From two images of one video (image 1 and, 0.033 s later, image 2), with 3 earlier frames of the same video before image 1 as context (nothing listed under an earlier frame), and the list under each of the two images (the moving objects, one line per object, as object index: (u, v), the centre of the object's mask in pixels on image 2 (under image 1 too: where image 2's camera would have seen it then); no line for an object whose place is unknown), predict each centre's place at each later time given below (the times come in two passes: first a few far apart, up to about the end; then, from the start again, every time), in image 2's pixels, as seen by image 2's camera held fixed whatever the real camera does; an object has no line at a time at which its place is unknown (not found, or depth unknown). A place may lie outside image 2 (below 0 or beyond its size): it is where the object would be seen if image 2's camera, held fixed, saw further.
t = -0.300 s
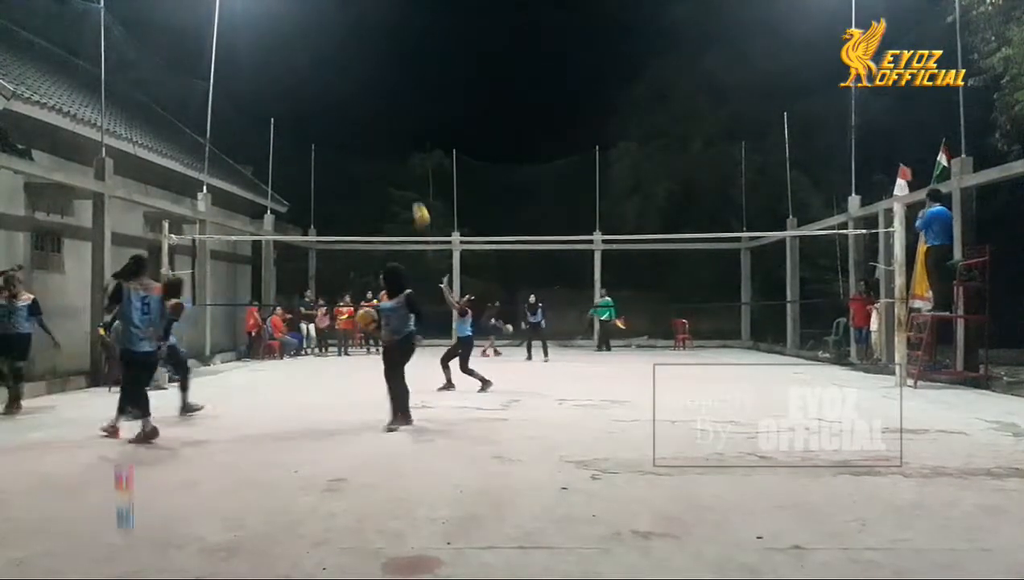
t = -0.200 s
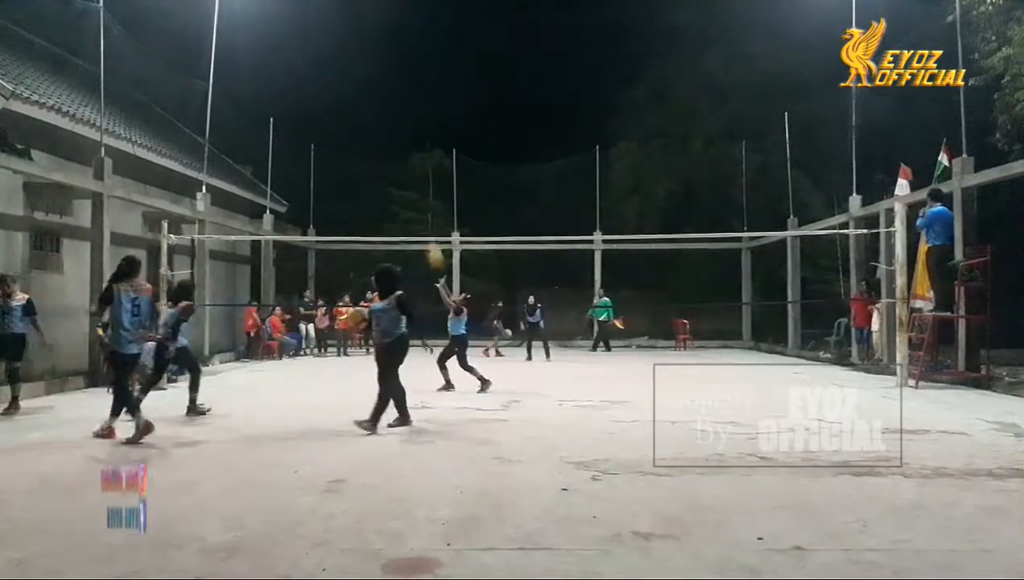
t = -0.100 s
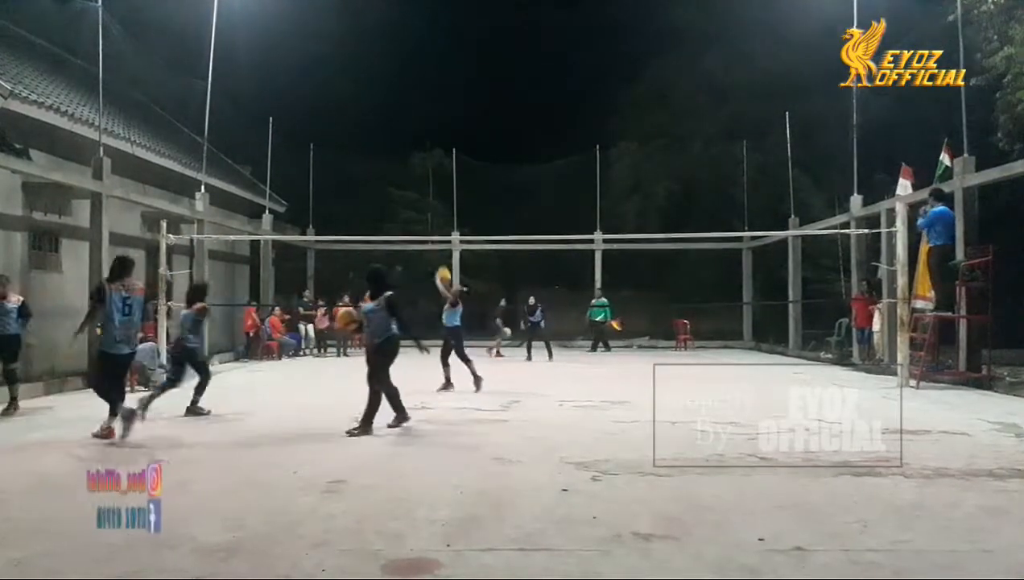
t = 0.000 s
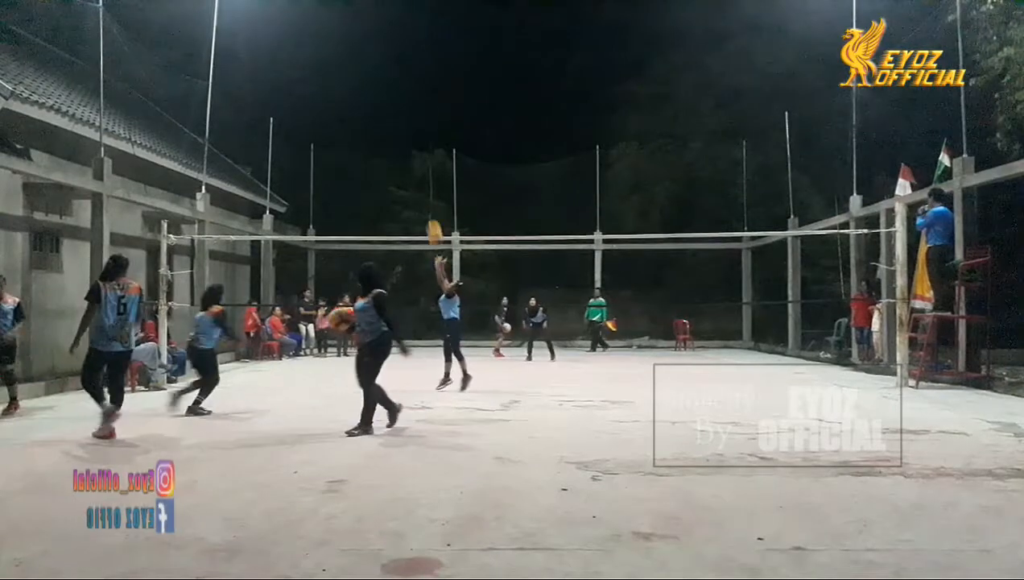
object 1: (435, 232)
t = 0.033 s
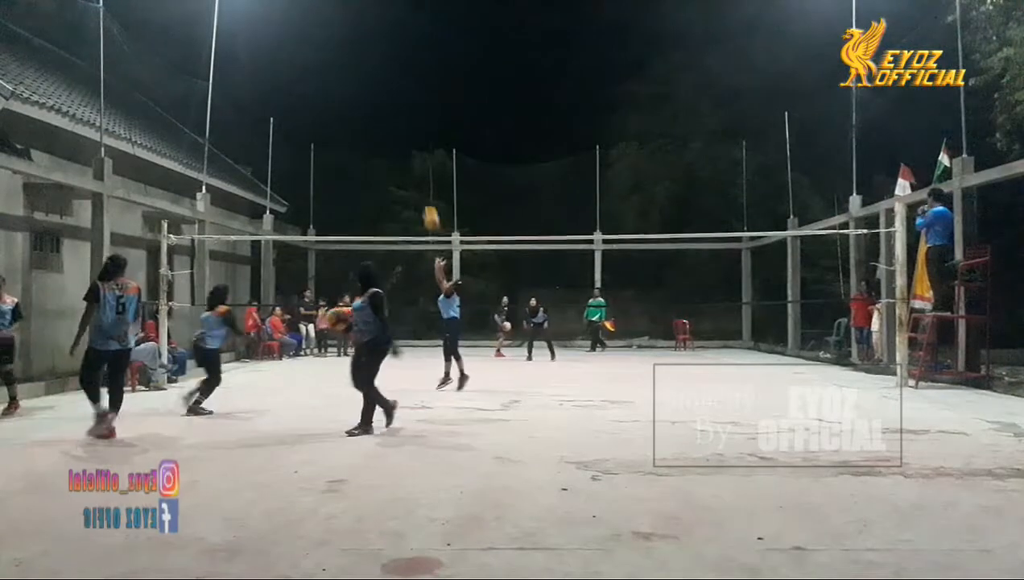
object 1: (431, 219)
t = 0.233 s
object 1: (411, 146)
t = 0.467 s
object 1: (386, 99)
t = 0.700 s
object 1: (362, 90)
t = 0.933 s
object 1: (338, 121)
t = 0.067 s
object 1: (428, 205)
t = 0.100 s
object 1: (424, 192)
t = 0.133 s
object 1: (421, 180)
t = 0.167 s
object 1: (417, 167)
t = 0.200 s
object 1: (414, 157)
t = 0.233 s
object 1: (411, 146)
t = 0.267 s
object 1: (407, 138)
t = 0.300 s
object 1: (403, 129)
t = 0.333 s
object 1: (400, 121)
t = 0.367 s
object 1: (396, 114)
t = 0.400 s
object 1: (393, 108)
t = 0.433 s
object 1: (389, 103)
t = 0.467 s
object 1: (386, 99)
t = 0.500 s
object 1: (383, 95)
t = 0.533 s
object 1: (379, 92)
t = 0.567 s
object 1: (376, 91)
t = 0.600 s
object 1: (372, 89)
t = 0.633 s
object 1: (369, 89)
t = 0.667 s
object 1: (365, 89)
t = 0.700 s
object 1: (362, 90)
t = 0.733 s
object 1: (358, 92)
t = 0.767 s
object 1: (355, 94)
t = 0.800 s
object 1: (351, 98)
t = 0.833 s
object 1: (348, 102)
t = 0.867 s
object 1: (344, 107)
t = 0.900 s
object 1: (341, 114)
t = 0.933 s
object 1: (338, 121)
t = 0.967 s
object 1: (334, 128)
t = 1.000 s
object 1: (331, 137)
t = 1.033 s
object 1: (328, 145)
